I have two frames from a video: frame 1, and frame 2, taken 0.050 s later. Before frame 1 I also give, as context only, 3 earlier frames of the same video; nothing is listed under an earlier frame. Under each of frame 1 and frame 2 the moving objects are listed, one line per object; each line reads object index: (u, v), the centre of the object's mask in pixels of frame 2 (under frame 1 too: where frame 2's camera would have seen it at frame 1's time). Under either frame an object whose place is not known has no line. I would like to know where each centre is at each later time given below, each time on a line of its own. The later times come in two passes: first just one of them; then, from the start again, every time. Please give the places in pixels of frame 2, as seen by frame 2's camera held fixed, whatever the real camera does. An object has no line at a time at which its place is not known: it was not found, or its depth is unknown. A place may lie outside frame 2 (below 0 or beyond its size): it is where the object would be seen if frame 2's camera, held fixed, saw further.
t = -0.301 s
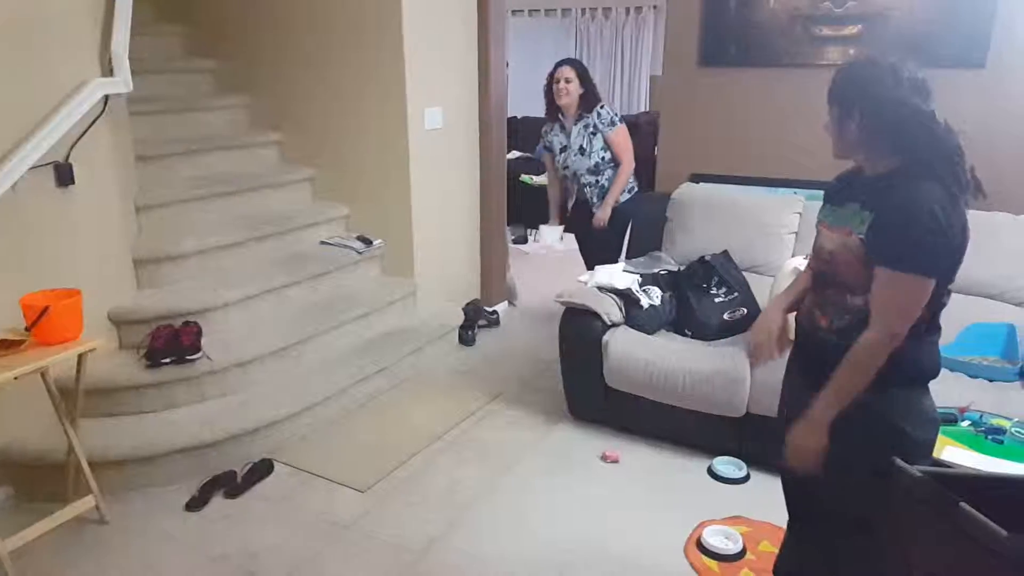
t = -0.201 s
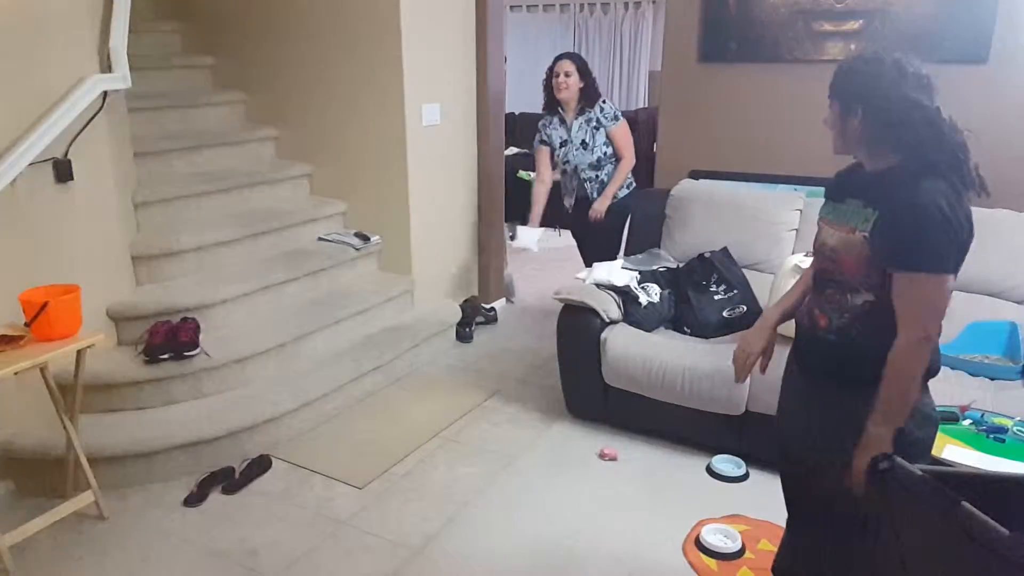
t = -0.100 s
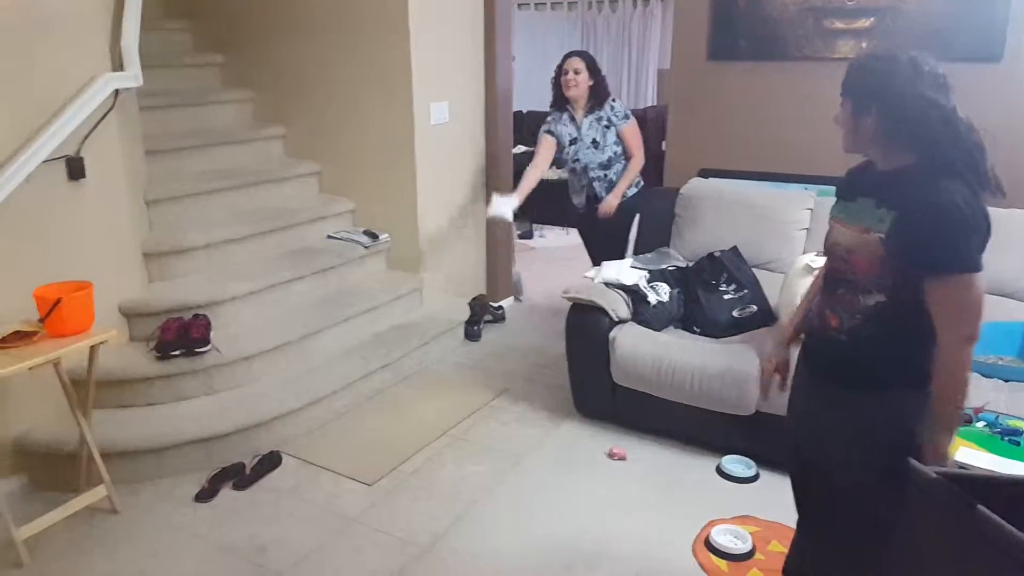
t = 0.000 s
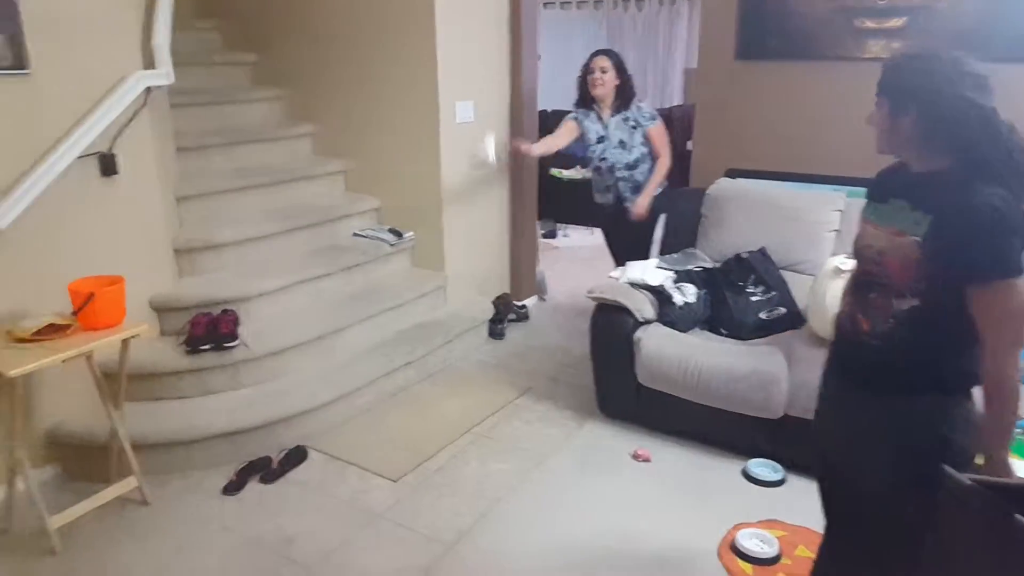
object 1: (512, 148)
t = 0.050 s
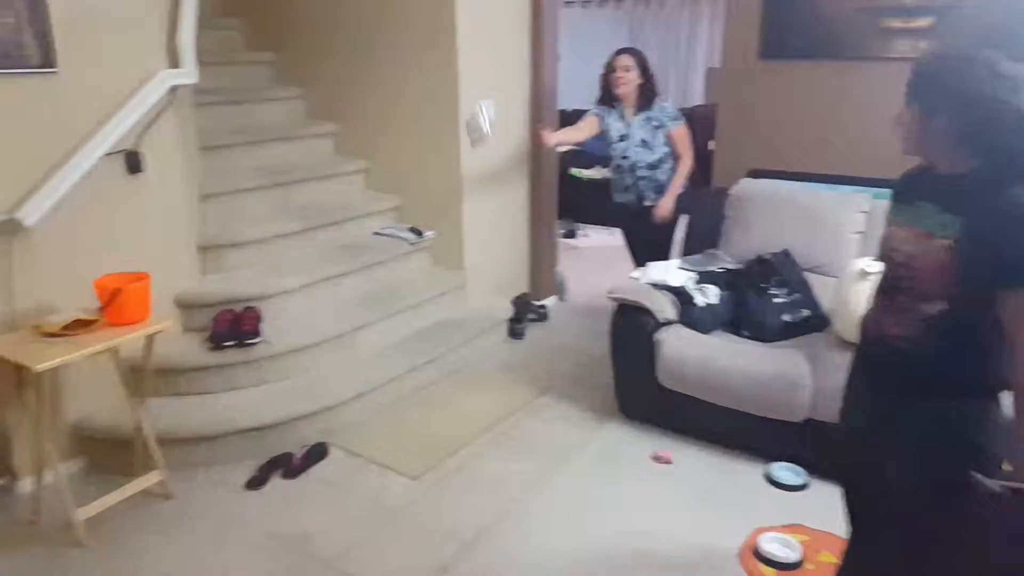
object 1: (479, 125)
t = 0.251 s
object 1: (337, 68)
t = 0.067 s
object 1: (468, 119)
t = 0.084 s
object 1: (461, 106)
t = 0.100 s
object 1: (451, 101)
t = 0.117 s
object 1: (440, 95)
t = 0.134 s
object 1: (429, 90)
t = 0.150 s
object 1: (417, 84)
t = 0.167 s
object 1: (405, 79)
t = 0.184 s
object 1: (392, 75)
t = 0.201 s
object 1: (379, 73)
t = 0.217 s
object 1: (365, 71)
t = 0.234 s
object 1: (351, 69)
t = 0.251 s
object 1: (337, 68)
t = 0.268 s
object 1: (320, 72)
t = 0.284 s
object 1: (306, 73)
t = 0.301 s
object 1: (291, 75)
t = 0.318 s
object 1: (276, 78)
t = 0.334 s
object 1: (260, 82)
